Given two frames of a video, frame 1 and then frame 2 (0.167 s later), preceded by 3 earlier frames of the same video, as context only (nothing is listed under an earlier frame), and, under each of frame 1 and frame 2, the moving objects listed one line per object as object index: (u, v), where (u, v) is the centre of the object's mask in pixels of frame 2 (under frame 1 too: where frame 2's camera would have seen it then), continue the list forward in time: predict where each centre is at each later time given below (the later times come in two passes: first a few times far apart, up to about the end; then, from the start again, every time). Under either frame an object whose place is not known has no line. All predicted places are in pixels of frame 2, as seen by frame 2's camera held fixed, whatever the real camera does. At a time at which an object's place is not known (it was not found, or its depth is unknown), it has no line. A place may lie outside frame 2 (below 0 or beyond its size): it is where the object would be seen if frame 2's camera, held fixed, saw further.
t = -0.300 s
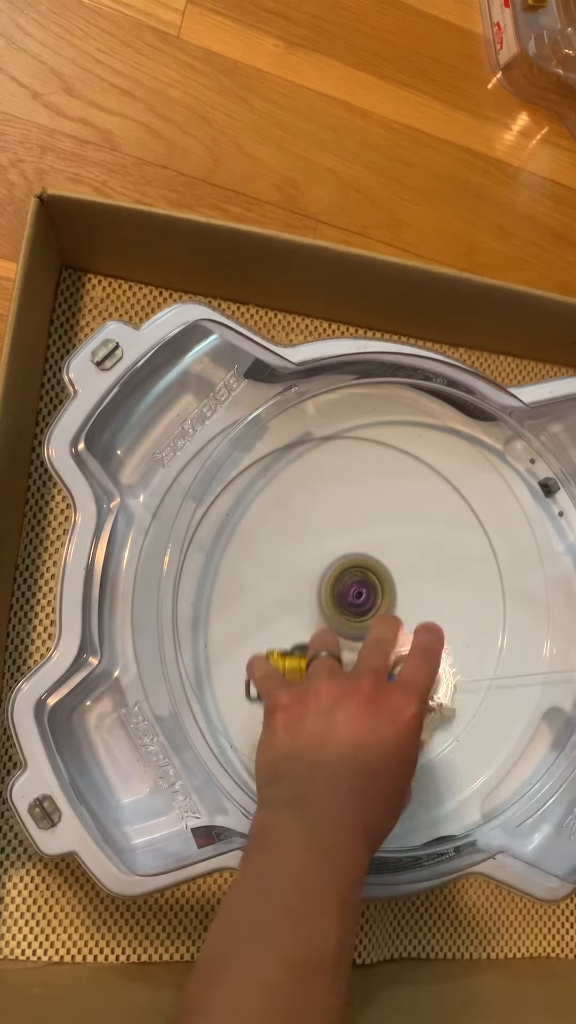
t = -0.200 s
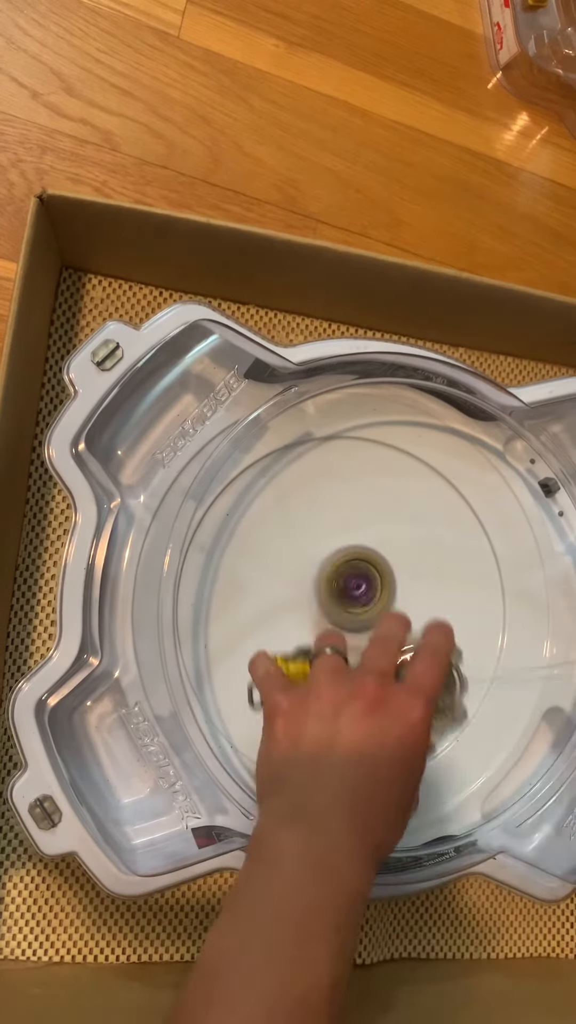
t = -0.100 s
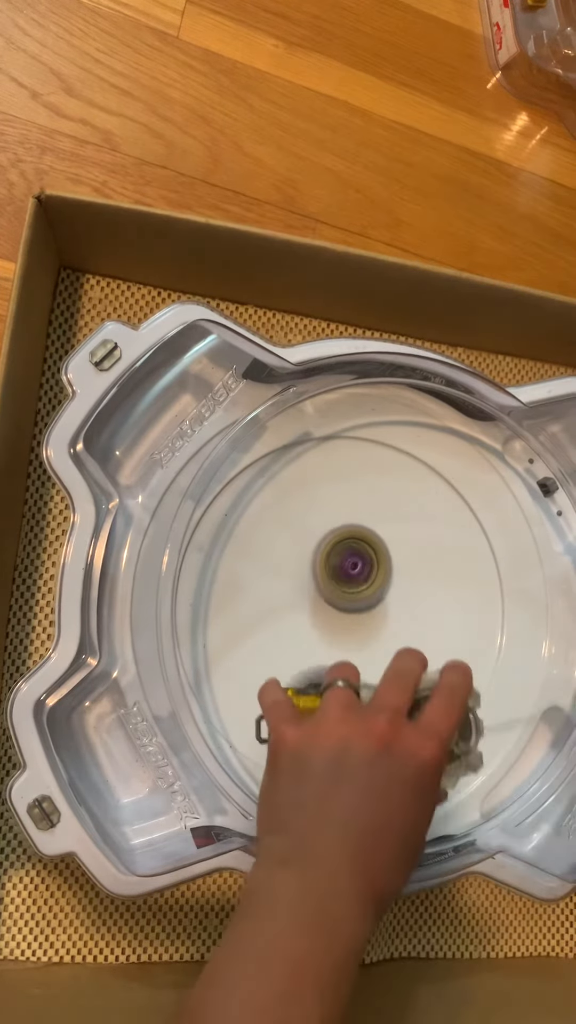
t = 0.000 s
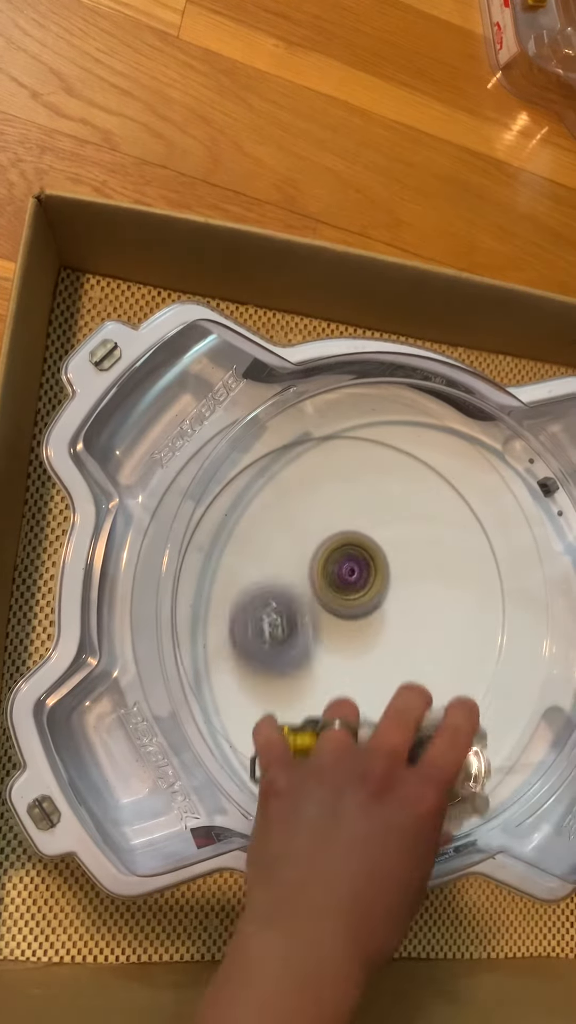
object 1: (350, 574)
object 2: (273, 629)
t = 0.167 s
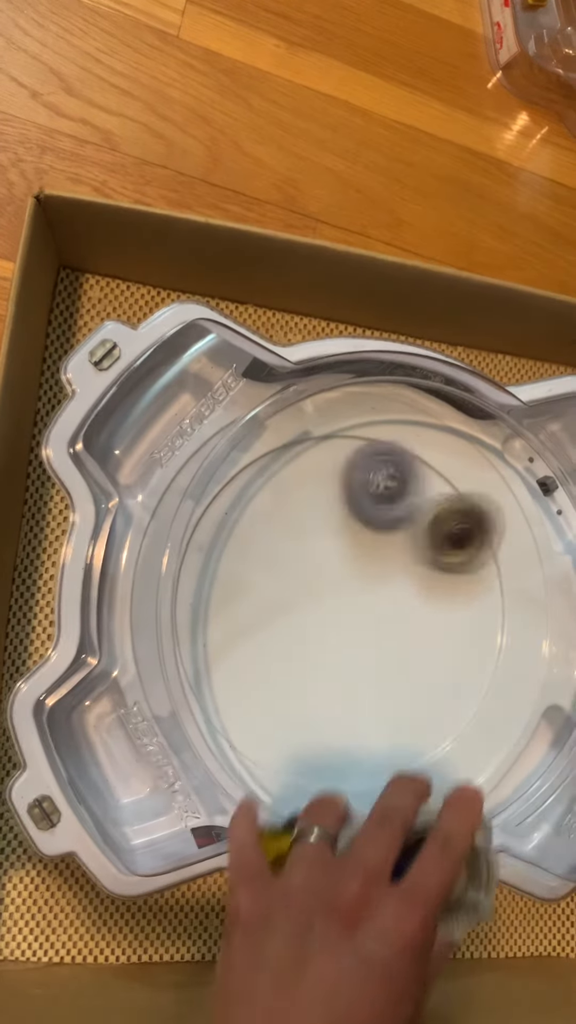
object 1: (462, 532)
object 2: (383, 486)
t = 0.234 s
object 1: (550, 543)
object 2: (441, 501)
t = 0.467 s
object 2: (358, 747)
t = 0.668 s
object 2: (243, 499)
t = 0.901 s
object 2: (482, 503)
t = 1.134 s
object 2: (346, 788)
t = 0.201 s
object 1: (510, 537)
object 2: (409, 487)
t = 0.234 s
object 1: (550, 543)
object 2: (441, 501)
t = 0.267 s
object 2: (467, 528)
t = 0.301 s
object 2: (487, 568)
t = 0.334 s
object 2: (489, 615)
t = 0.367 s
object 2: (477, 660)
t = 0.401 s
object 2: (450, 699)
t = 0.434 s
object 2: (406, 733)
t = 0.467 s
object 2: (358, 747)
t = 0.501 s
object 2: (305, 740)
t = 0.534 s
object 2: (255, 706)
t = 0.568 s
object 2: (224, 662)
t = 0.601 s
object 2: (213, 602)
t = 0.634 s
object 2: (216, 546)
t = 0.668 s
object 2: (243, 499)
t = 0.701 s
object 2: (278, 460)
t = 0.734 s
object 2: (313, 436)
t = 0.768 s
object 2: (352, 423)
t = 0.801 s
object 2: (390, 425)
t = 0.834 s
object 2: (426, 443)
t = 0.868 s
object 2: (457, 471)
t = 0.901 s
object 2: (482, 503)
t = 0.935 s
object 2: (499, 546)
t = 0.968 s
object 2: (506, 595)
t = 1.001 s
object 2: (497, 651)
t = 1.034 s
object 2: (477, 699)
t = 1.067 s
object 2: (443, 741)
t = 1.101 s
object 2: (401, 774)
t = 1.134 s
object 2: (346, 788)
